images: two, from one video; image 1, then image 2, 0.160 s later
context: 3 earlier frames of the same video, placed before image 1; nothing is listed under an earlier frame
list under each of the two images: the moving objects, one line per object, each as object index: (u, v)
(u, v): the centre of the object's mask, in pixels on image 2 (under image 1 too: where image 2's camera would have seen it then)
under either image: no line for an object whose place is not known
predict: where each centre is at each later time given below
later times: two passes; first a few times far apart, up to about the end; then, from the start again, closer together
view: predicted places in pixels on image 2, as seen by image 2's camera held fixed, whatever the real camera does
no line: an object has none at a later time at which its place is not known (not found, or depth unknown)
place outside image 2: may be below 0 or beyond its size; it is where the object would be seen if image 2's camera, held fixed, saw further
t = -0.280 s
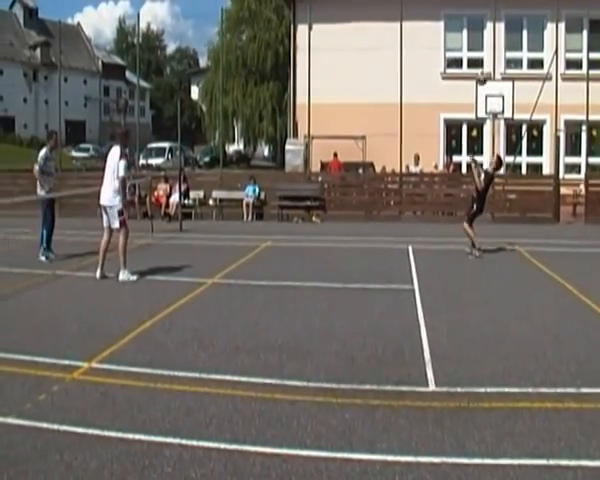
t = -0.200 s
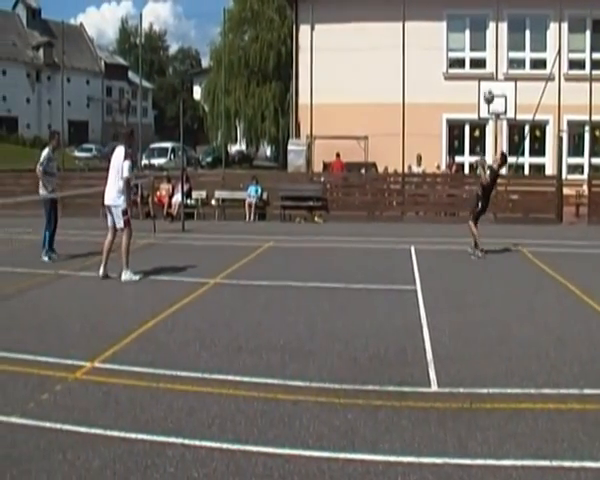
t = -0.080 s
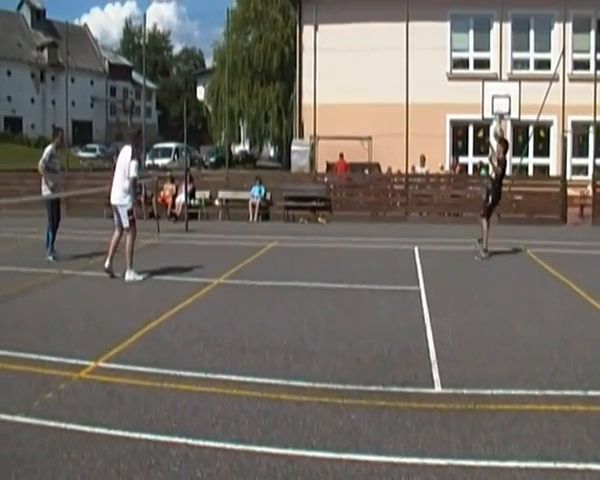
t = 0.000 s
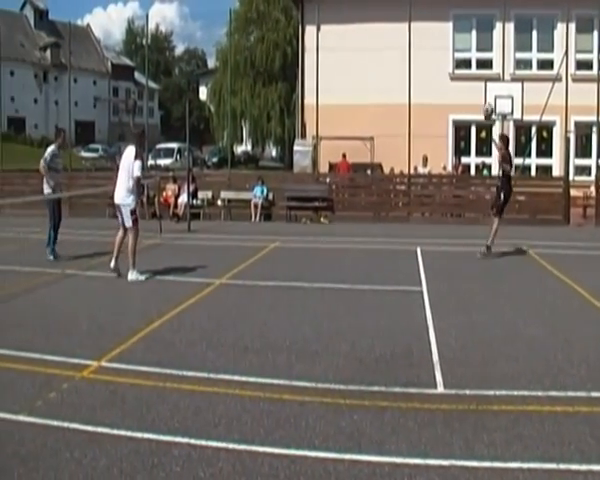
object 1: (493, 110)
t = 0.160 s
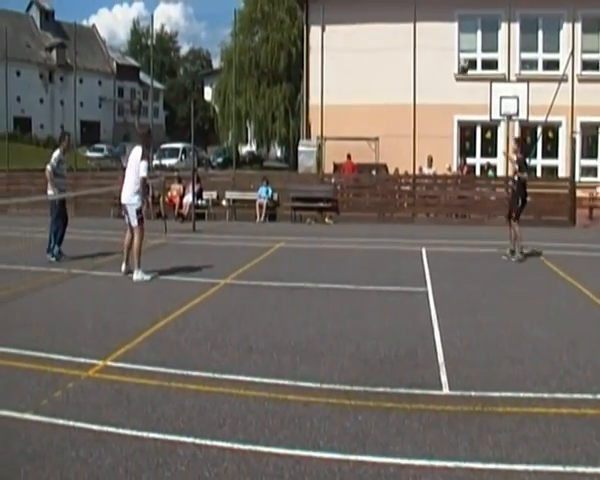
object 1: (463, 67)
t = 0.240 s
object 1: (448, 50)
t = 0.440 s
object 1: (407, 29)
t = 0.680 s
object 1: (355, 44)
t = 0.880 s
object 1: (308, 90)
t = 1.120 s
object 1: (249, 192)
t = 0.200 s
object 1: (456, 58)
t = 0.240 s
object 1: (448, 50)
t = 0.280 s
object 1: (440, 43)
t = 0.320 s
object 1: (432, 38)
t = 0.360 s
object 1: (424, 34)
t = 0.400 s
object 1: (415, 31)
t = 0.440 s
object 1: (407, 29)
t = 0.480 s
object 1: (399, 28)
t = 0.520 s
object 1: (390, 29)
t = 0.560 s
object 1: (381, 31)
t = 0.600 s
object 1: (373, 34)
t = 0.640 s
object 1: (363, 38)
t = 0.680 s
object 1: (355, 44)
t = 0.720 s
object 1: (345, 50)
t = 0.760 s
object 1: (336, 58)
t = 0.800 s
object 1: (327, 68)
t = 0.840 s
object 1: (318, 79)
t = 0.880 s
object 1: (308, 90)
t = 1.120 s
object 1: (249, 192)
